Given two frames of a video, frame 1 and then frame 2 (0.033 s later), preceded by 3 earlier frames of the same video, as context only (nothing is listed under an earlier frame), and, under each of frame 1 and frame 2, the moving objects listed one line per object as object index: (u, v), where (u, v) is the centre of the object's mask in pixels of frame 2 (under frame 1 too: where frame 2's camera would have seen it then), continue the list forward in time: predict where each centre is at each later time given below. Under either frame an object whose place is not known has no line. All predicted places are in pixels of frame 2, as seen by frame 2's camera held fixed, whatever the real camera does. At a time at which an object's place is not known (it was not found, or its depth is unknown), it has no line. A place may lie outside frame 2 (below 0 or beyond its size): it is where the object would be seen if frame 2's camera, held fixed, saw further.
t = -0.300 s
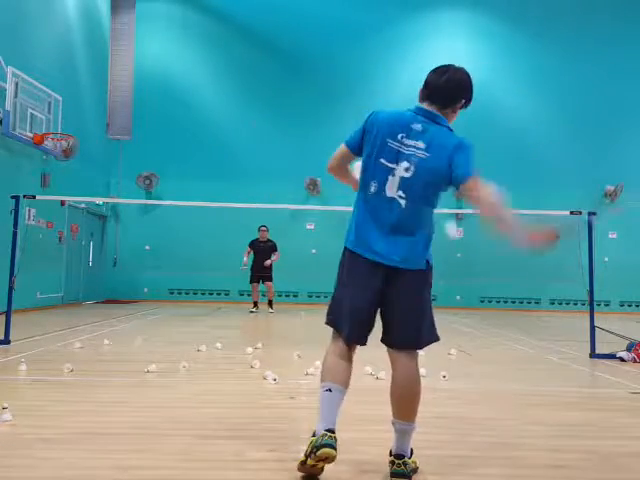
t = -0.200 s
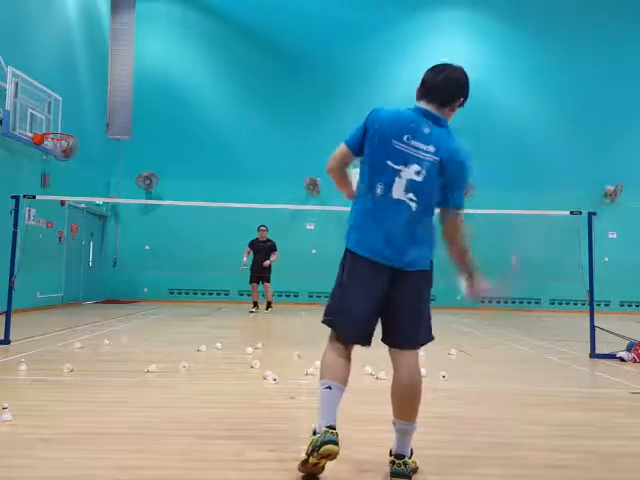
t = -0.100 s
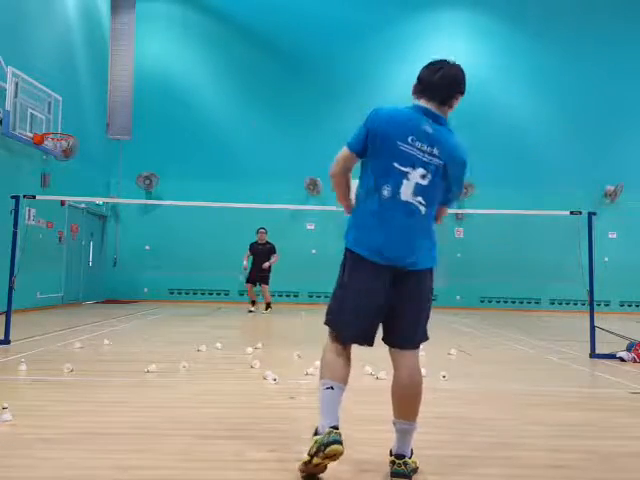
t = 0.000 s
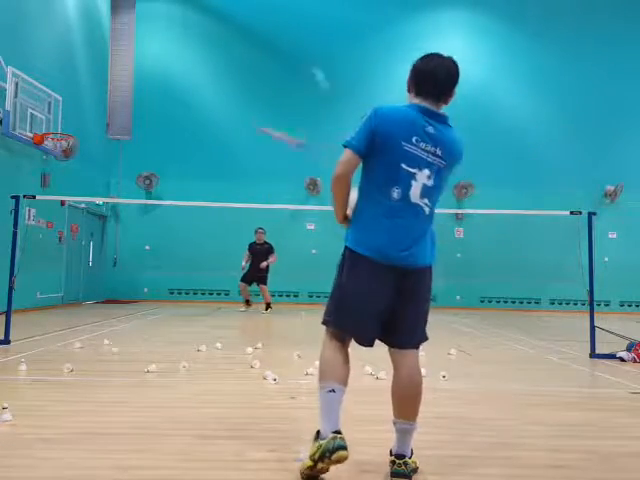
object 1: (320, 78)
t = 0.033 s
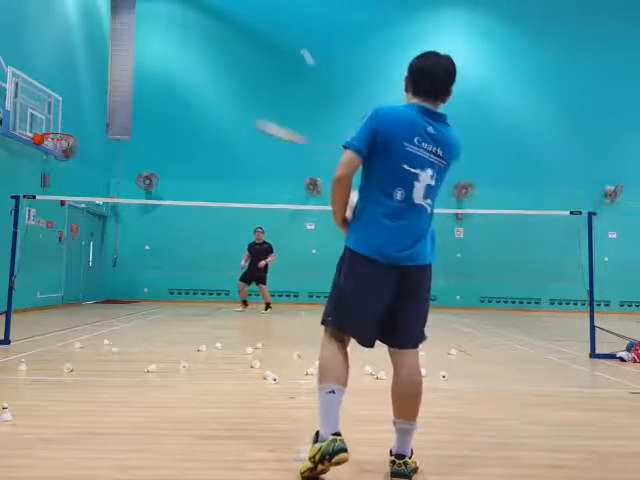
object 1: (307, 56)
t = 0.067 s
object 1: (295, 41)
